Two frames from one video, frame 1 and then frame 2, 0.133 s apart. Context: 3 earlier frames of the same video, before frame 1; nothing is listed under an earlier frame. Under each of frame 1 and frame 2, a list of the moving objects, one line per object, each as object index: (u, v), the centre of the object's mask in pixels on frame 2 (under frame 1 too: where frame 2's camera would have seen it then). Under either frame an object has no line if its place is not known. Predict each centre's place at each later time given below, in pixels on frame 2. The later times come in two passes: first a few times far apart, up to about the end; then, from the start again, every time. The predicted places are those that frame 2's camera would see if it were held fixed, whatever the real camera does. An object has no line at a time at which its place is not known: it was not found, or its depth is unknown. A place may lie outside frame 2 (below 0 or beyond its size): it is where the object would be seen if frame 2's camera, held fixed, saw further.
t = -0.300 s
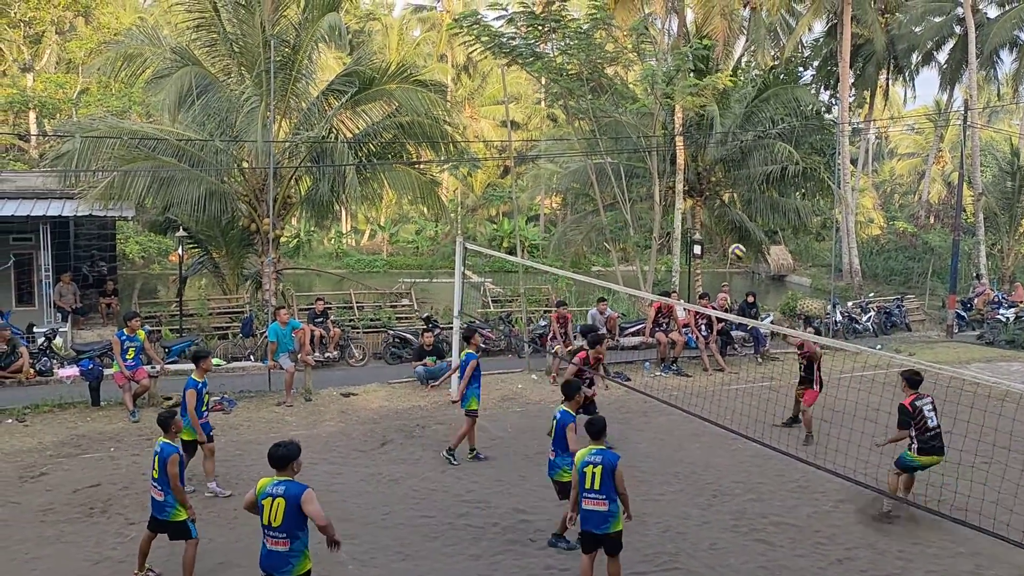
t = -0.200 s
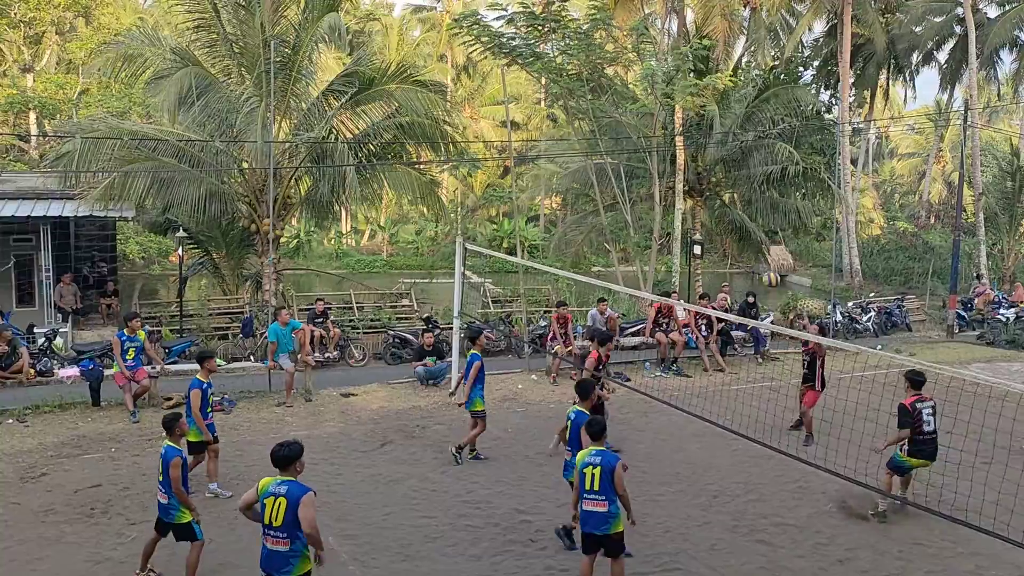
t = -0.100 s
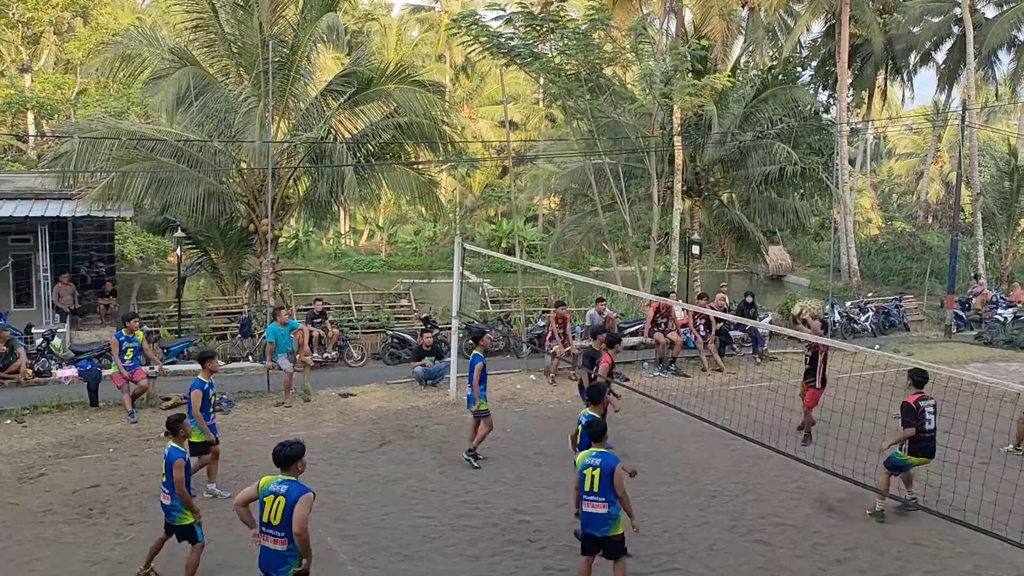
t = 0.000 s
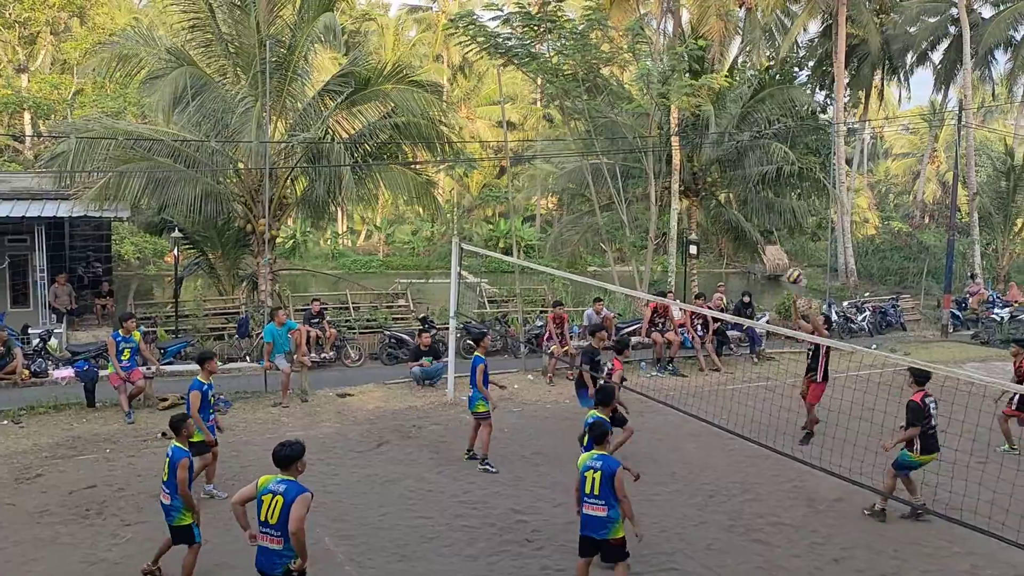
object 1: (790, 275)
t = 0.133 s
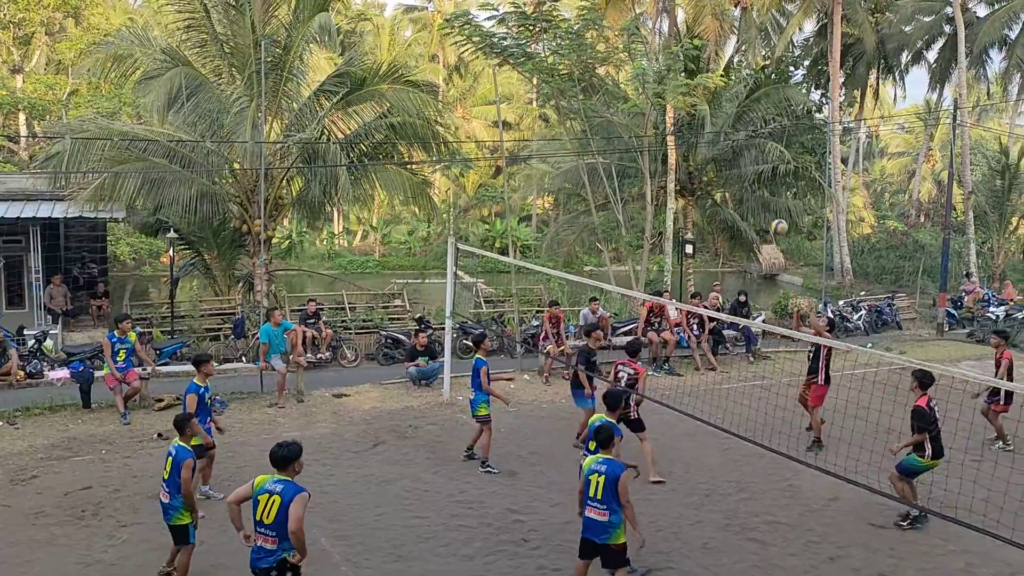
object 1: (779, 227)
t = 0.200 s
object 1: (772, 207)
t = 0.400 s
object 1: (751, 172)
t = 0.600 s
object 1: (728, 168)
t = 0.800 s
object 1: (704, 195)
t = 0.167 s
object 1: (776, 217)
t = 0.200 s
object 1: (772, 207)
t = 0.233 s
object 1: (769, 199)
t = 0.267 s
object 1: (765, 191)
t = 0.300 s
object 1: (762, 186)
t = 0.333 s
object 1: (759, 180)
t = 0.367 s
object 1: (755, 175)
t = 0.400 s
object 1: (751, 172)
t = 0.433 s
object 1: (747, 169)
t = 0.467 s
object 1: (743, 167)
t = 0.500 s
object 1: (739, 166)
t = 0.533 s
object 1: (735, 166)
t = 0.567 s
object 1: (731, 166)
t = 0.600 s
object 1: (728, 168)
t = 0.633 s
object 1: (724, 170)
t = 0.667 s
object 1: (720, 173)
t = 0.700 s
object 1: (716, 177)
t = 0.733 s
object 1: (712, 182)
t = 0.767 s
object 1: (708, 188)
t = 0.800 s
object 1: (704, 195)
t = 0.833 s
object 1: (700, 203)
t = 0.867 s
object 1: (696, 211)
